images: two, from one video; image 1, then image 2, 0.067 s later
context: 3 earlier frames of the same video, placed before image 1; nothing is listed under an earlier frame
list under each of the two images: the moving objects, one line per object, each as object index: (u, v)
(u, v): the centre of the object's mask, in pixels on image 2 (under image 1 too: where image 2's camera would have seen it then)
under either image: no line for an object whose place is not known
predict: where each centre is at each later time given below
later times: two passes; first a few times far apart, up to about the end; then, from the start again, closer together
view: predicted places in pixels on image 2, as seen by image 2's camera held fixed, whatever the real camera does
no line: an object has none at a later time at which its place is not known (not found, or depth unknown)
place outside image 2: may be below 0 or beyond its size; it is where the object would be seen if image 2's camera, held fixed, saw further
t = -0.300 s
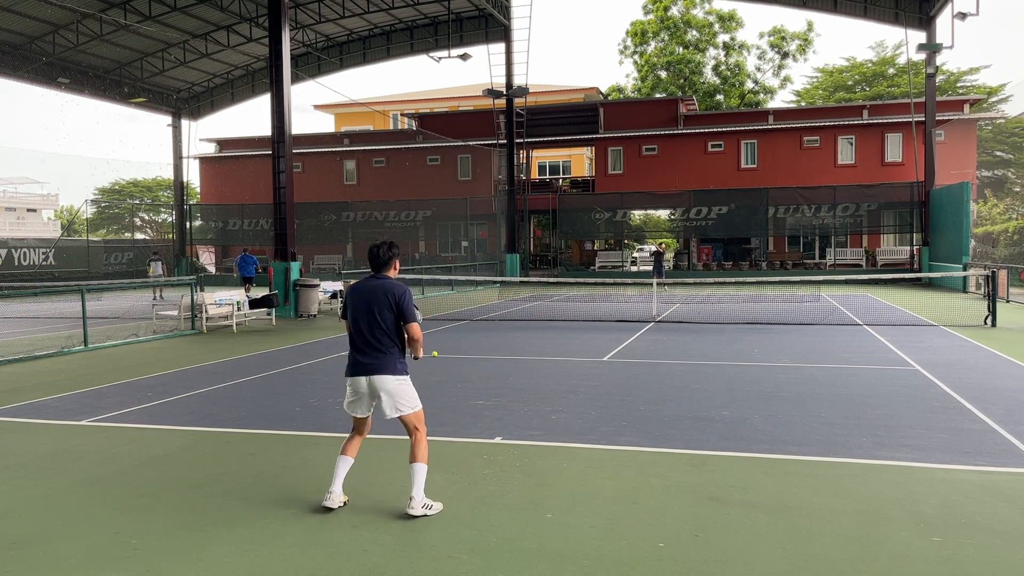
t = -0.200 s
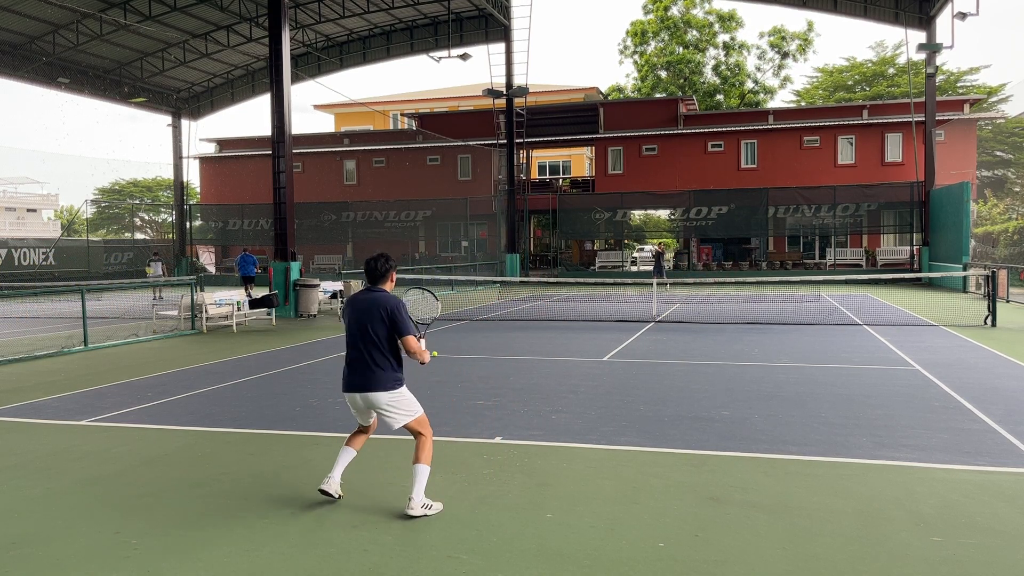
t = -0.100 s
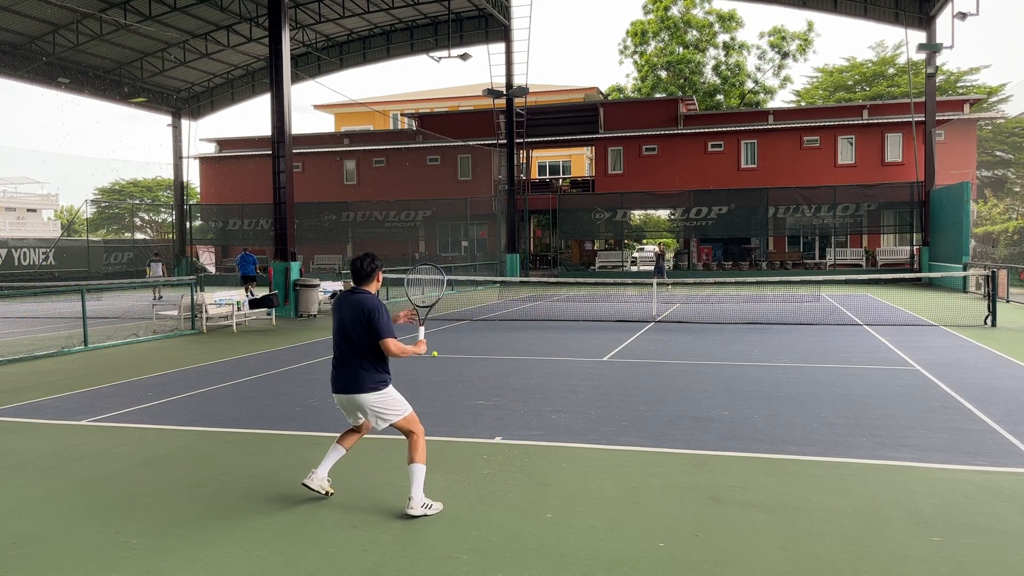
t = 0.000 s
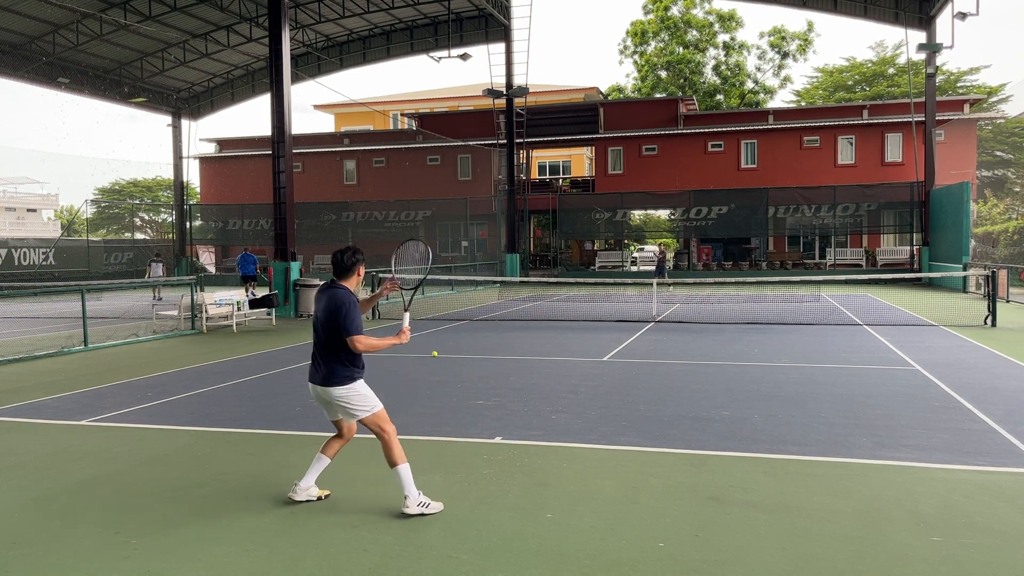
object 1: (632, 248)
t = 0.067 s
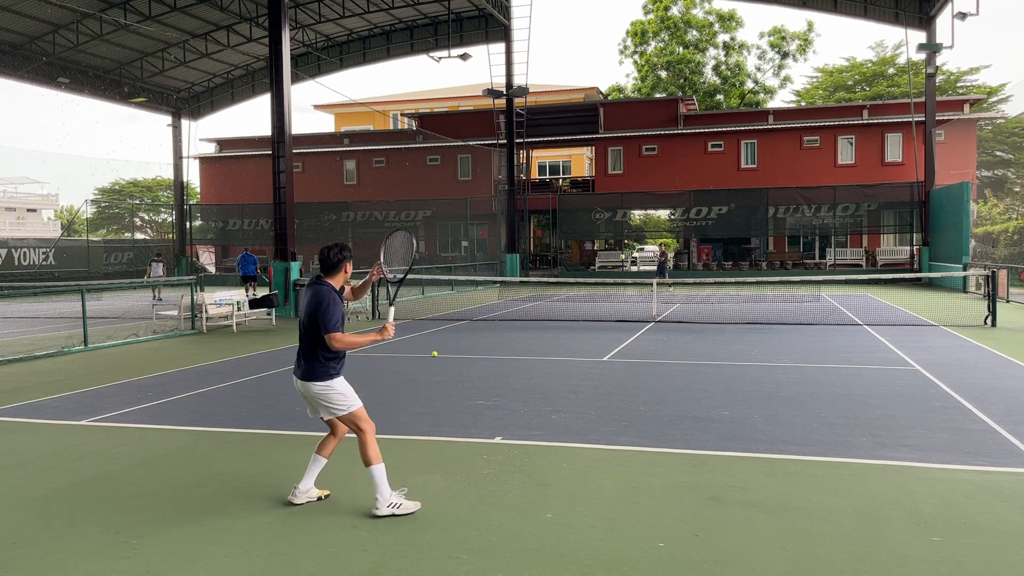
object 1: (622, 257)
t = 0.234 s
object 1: (592, 300)
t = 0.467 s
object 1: (529, 379)
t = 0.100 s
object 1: (617, 263)
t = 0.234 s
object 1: (592, 300)
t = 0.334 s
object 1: (565, 348)
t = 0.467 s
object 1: (529, 379)
